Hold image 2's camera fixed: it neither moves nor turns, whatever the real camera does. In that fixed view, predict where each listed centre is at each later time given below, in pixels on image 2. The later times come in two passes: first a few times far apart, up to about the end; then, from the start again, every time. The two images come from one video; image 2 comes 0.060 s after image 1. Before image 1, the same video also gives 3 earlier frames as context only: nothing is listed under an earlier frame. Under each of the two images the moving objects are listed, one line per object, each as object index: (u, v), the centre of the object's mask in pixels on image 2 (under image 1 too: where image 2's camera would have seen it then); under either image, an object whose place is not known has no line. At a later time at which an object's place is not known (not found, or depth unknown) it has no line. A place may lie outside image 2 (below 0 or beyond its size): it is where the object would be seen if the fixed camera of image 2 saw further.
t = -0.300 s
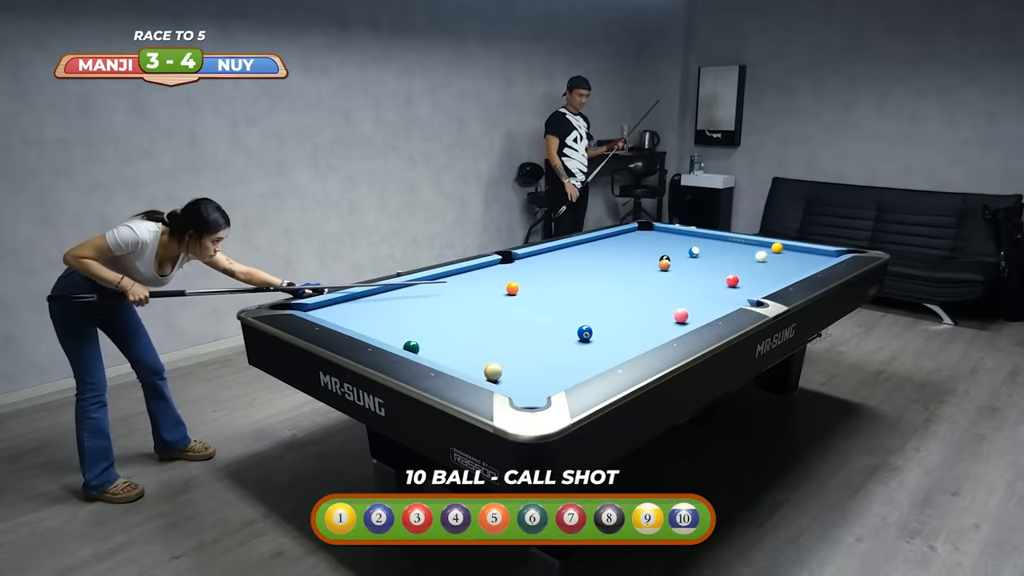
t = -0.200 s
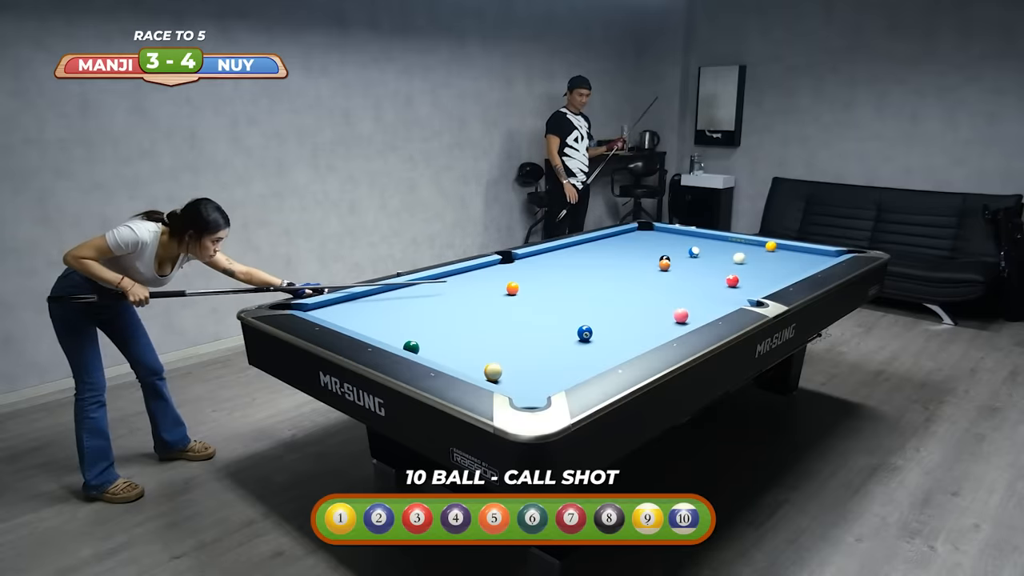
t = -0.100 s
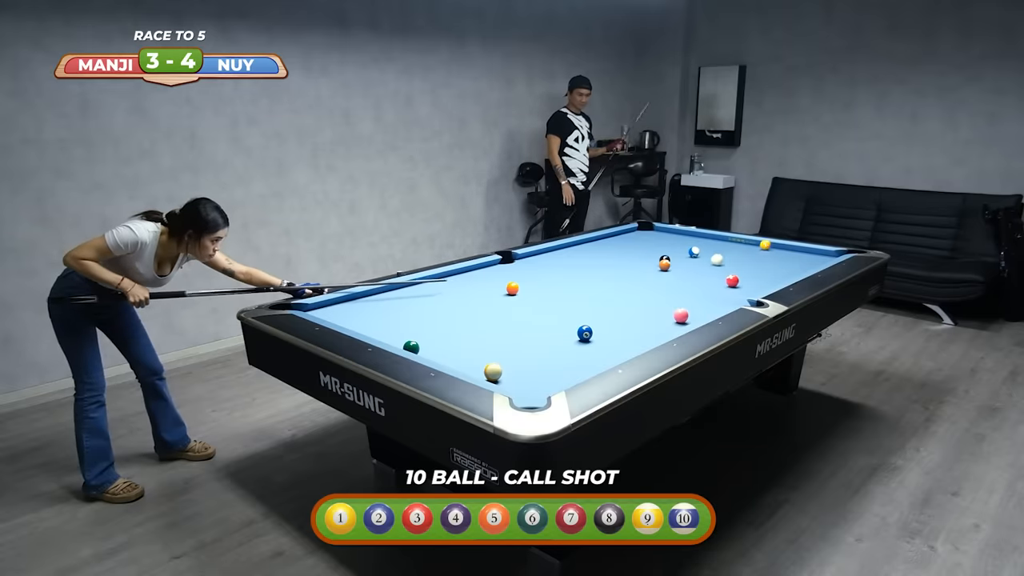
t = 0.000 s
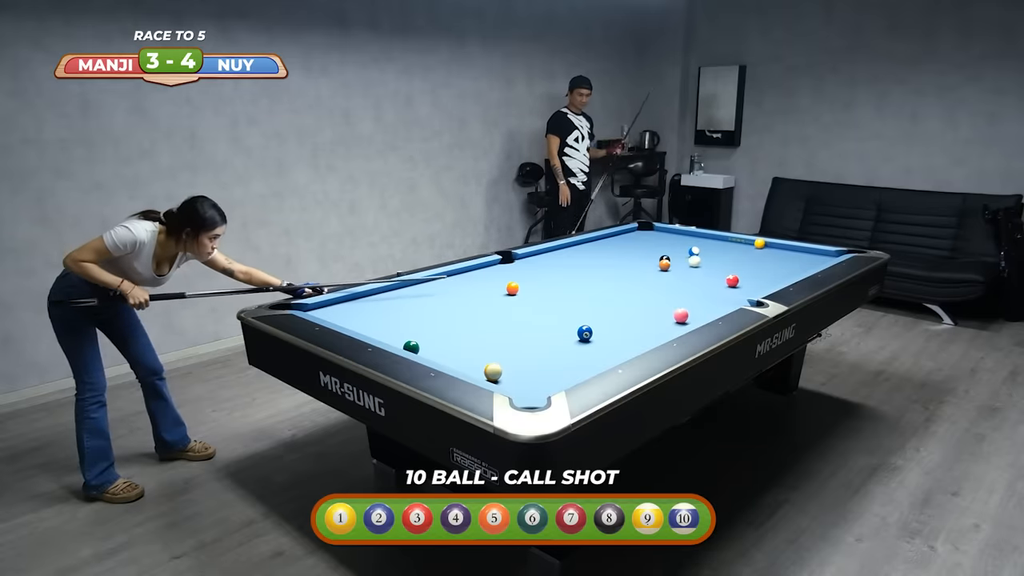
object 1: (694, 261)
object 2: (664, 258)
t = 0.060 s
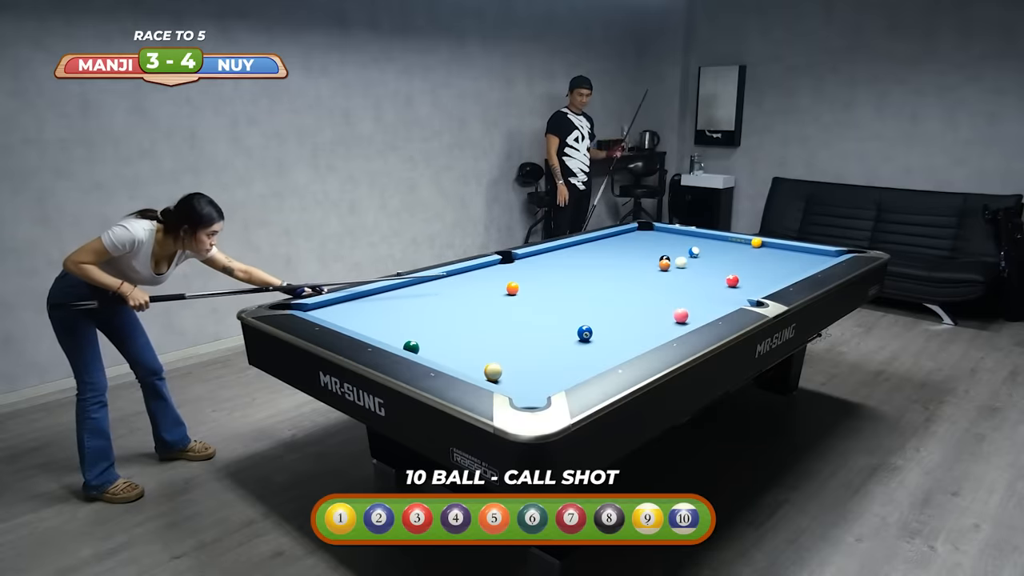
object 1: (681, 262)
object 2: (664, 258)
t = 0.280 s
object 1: (651, 263)
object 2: (661, 258)
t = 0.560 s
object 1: (618, 265)
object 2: (655, 254)
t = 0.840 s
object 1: (585, 267)
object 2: (651, 251)
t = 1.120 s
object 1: (553, 269)
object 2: (647, 248)
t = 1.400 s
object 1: (522, 270)
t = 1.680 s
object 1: (491, 272)
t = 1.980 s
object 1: (459, 274)
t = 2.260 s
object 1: (437, 279)
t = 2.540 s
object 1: (420, 286)
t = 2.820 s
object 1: (402, 293)
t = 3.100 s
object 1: (383, 301)
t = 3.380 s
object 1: (364, 309)
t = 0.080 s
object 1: (676, 263)
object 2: (664, 258)
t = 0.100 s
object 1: (672, 263)
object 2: (664, 257)
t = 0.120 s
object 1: (670, 263)
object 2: (663, 257)
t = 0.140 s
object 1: (668, 262)
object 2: (663, 257)
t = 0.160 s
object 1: (666, 263)
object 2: (663, 257)
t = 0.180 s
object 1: (664, 262)
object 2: (663, 256)
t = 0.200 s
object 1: (661, 263)
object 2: (663, 256)
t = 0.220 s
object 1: (658, 263)
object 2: (663, 257)
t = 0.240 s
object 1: (656, 263)
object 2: (662, 258)
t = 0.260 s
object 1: (654, 263)
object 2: (662, 258)
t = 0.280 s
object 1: (651, 263)
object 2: (661, 258)
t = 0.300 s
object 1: (649, 263)
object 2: (660, 258)
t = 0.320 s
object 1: (647, 263)
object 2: (660, 257)
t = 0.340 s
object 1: (644, 263)
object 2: (660, 257)
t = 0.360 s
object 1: (642, 263)
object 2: (659, 257)
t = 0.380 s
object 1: (639, 263)
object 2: (659, 256)
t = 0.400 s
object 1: (637, 263)
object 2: (659, 256)
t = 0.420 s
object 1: (634, 263)
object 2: (658, 256)
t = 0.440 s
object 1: (632, 264)
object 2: (658, 255)
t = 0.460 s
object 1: (629, 264)
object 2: (657, 255)
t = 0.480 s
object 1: (627, 264)
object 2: (657, 255)
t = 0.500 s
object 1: (625, 264)
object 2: (657, 255)
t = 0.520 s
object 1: (622, 265)
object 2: (656, 254)
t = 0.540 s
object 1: (620, 265)
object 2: (656, 254)
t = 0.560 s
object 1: (618, 265)
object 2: (655, 254)
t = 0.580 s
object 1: (615, 265)
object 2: (655, 254)
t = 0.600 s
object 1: (613, 265)
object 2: (655, 253)
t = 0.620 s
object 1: (611, 265)
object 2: (655, 253)
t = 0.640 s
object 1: (608, 266)
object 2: (654, 253)
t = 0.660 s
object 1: (606, 266)
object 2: (654, 253)
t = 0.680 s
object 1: (604, 266)
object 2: (654, 252)
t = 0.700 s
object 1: (601, 266)
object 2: (653, 252)
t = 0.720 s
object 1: (599, 266)
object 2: (653, 252)
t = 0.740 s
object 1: (597, 266)
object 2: (653, 252)
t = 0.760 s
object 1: (594, 266)
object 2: (653, 251)
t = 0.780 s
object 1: (592, 267)
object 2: (652, 251)
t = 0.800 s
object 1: (590, 267)
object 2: (652, 251)
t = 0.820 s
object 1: (587, 267)
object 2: (652, 251)
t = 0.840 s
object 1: (585, 267)
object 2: (651, 251)
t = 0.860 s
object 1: (583, 267)
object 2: (651, 250)
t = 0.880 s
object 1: (580, 268)
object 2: (651, 250)
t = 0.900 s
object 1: (578, 268)
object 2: (651, 250)
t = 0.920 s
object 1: (576, 268)
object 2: (650, 250)
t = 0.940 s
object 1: (573, 268)
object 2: (650, 249)
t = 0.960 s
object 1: (571, 268)
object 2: (650, 249)
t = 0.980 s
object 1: (569, 268)
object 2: (649, 249)
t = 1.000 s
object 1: (566, 268)
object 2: (649, 249)
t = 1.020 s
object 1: (564, 268)
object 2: (649, 249)
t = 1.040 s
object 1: (562, 268)
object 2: (648, 248)
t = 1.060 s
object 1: (560, 268)
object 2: (648, 248)
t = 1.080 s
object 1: (558, 269)
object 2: (648, 248)
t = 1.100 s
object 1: (555, 269)
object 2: (648, 248)
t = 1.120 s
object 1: (553, 269)
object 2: (647, 248)
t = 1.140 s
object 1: (551, 269)
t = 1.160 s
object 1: (548, 269)
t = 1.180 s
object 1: (546, 269)
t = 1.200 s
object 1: (544, 269)
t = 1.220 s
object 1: (542, 270)
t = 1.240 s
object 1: (540, 270)
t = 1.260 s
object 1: (537, 270)
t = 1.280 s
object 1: (535, 270)
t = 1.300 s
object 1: (533, 270)
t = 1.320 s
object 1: (531, 270)
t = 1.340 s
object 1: (529, 270)
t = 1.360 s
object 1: (526, 270)
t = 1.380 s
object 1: (524, 270)
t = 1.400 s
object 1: (522, 270)
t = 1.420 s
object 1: (520, 271)
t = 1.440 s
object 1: (517, 271)
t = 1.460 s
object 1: (515, 271)
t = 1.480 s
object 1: (513, 271)
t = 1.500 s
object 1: (511, 271)
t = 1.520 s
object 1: (508, 272)
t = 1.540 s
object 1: (506, 272)
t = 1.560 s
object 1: (504, 271)
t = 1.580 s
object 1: (502, 272)
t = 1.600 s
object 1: (500, 272)
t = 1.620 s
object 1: (498, 272)
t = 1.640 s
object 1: (495, 272)
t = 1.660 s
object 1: (493, 272)
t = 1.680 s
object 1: (491, 272)
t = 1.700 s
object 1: (489, 272)
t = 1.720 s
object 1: (487, 273)
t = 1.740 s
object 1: (485, 272)
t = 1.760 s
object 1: (482, 273)
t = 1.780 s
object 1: (480, 273)
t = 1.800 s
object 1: (478, 273)
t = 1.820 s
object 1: (476, 273)
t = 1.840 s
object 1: (474, 273)
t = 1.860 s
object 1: (472, 273)
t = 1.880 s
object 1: (470, 273)
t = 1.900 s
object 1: (468, 273)
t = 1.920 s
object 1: (466, 274)
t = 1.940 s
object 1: (463, 274)
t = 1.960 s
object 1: (461, 274)
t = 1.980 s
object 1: (459, 274)
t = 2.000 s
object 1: (457, 274)
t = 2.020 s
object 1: (455, 274)
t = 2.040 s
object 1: (453, 274)
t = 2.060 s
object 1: (451, 274)
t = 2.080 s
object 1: (449, 275)
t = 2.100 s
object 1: (447, 275)
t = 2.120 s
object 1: (445, 275)
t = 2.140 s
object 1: (444, 276)
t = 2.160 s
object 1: (443, 276)
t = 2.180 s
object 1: (442, 277)
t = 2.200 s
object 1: (441, 277)
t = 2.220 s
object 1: (439, 278)
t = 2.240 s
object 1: (438, 278)
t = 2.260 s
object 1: (437, 279)
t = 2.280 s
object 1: (436, 279)
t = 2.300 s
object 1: (435, 280)
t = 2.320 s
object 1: (433, 280)
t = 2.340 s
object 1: (432, 281)
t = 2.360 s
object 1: (431, 281)
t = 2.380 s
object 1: (429, 282)
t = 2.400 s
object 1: (428, 282)
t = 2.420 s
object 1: (427, 283)
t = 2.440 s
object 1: (426, 283)
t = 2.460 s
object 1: (425, 284)
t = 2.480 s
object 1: (423, 284)
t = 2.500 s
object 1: (422, 285)
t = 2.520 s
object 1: (421, 285)
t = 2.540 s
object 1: (420, 286)
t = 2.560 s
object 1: (418, 286)
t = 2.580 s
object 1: (417, 287)
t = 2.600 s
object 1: (416, 287)
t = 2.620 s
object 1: (414, 288)
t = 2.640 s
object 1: (413, 288)
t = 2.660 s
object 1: (412, 289)
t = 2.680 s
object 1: (411, 290)
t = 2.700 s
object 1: (409, 290)
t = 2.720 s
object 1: (408, 291)
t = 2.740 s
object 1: (407, 291)
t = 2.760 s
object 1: (405, 292)
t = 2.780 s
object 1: (404, 292)
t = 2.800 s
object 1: (403, 292)
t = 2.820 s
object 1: (402, 293)
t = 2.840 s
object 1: (400, 293)
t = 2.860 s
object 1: (399, 294)
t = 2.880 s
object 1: (398, 294)
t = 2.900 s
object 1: (396, 295)
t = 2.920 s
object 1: (395, 296)
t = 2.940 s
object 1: (394, 297)
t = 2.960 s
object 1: (393, 297)
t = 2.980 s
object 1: (391, 298)
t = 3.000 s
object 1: (390, 298)
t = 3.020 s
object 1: (389, 299)
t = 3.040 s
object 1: (387, 300)
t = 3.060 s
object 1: (386, 300)
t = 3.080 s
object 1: (384, 300)
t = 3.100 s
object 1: (383, 301)
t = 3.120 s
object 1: (382, 301)
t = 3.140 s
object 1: (380, 302)
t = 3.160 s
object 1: (379, 302)
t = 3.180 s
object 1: (378, 303)
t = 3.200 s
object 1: (377, 303)
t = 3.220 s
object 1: (375, 304)
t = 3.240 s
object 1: (374, 305)
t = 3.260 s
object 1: (372, 305)
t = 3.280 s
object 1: (371, 306)
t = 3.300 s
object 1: (370, 307)
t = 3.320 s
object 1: (369, 307)
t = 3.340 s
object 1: (367, 308)
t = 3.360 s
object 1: (366, 308)
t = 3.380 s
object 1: (364, 309)
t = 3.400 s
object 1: (363, 309)
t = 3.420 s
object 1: (362, 310)
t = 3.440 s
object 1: (360, 310)
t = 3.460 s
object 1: (359, 311)
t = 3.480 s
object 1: (357, 311)
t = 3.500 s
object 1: (356, 312)
